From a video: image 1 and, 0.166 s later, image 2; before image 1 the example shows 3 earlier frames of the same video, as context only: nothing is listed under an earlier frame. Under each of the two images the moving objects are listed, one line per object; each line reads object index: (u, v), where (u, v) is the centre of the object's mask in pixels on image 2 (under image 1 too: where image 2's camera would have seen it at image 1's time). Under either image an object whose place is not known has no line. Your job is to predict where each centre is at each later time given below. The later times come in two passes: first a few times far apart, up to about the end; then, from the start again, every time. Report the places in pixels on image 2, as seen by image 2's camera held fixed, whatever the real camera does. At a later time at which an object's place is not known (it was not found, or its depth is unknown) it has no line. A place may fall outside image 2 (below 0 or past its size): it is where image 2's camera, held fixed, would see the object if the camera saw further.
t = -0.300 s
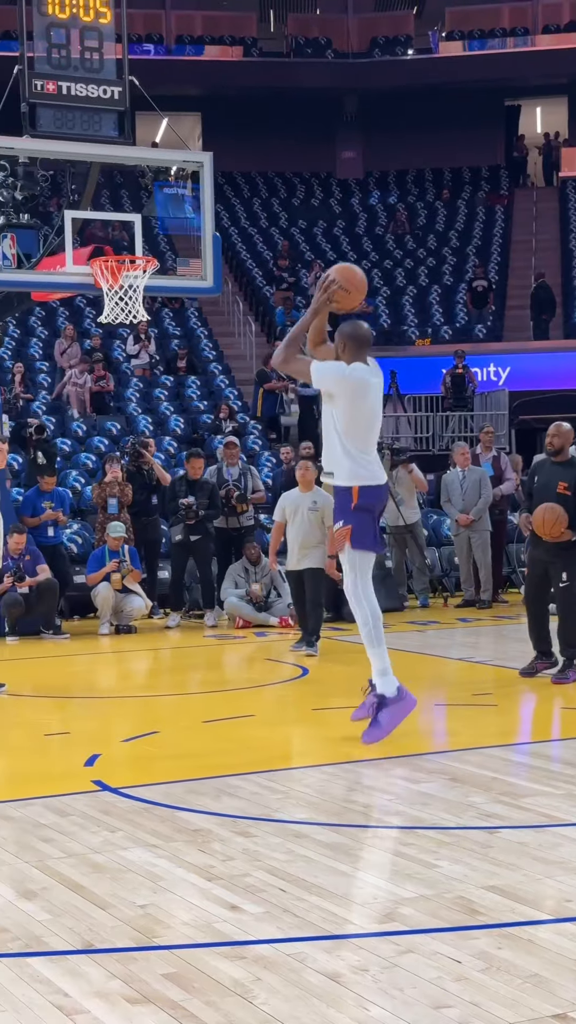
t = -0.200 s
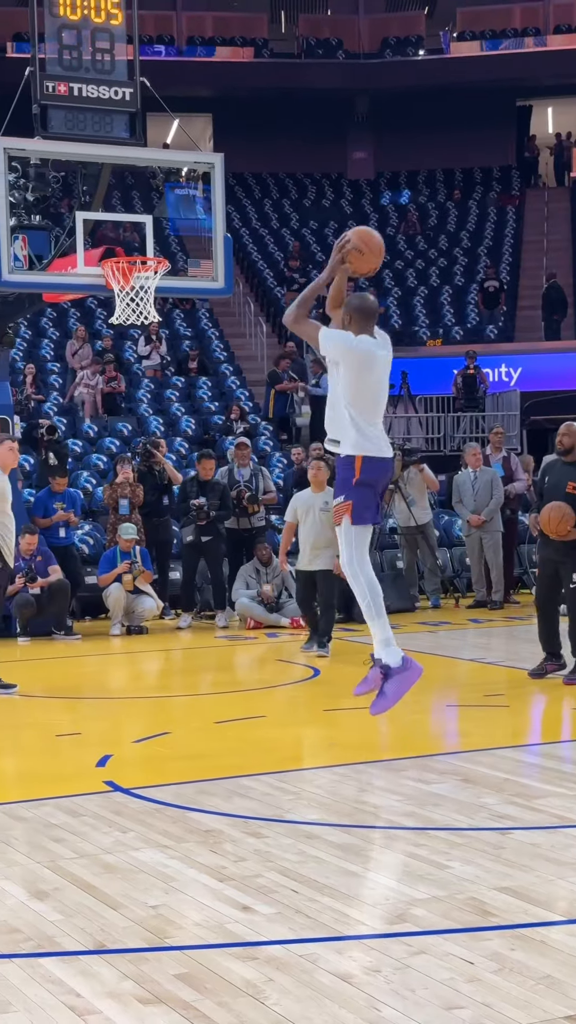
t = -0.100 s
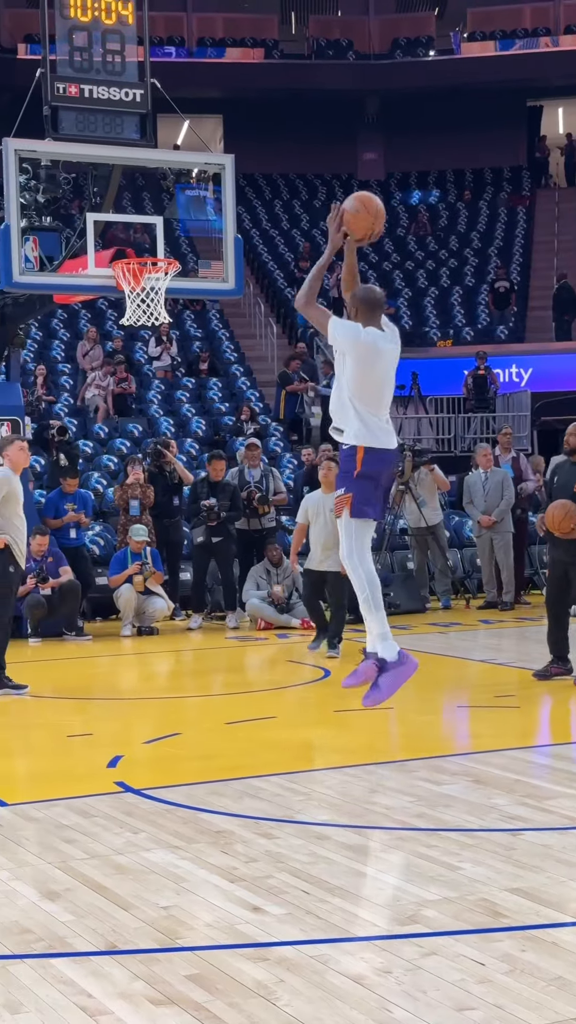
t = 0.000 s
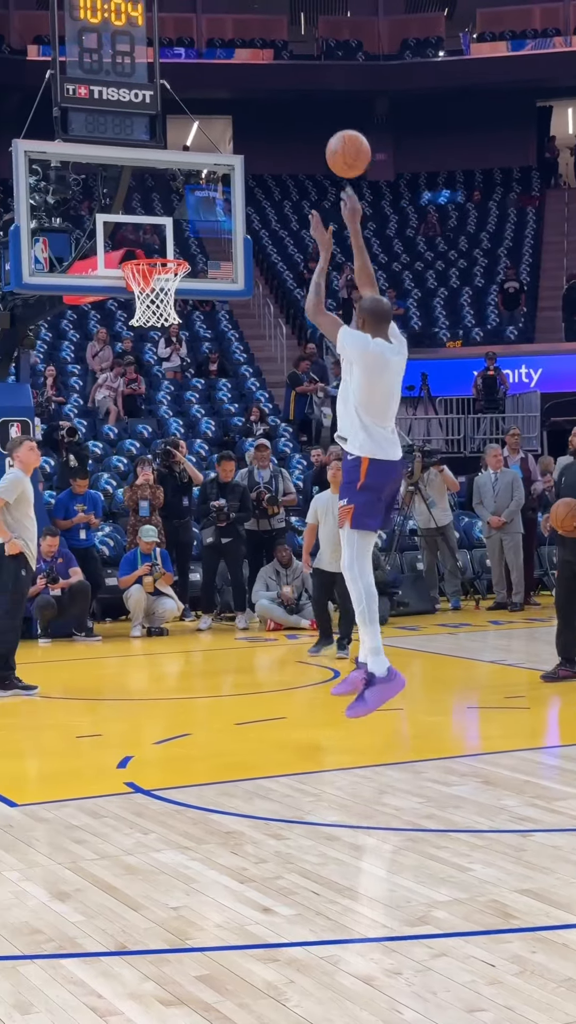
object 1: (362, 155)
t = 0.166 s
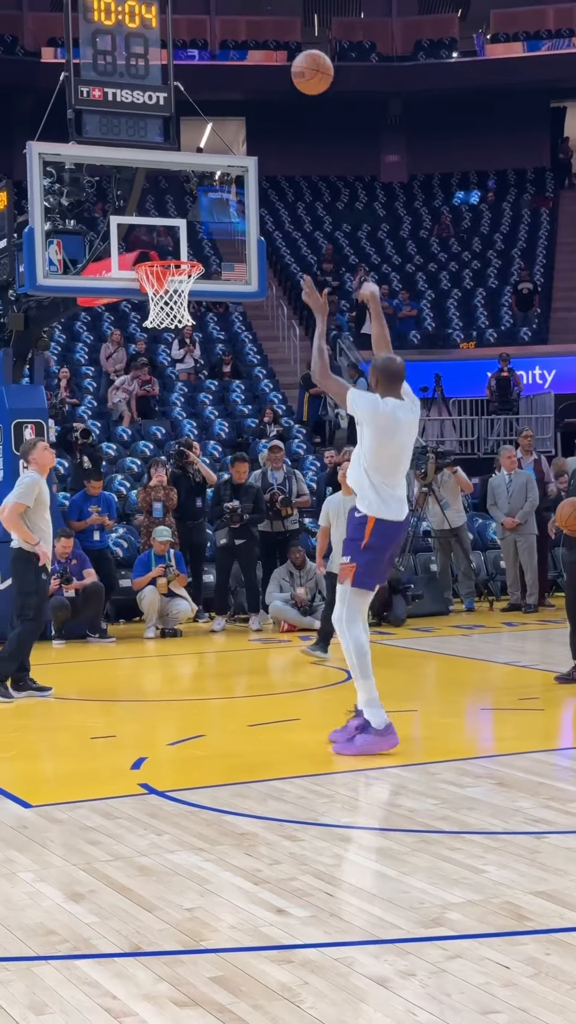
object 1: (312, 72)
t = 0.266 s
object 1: (286, 49)
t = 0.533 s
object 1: (228, 72)
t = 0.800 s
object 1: (183, 188)
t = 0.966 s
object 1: (165, 284)
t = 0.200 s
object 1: (303, 63)
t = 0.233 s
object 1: (295, 55)
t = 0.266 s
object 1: (286, 49)
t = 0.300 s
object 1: (278, 46)
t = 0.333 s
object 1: (271, 44)
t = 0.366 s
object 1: (263, 45)
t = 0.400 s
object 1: (256, 47)
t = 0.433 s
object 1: (248, 50)
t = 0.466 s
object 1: (242, 56)
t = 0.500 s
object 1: (235, 63)
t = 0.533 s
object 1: (228, 72)
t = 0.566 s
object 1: (222, 82)
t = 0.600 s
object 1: (216, 93)
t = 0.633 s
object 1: (210, 106)
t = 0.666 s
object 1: (204, 119)
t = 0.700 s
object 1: (197, 135)
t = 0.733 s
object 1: (194, 151)
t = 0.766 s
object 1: (188, 171)
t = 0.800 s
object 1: (183, 188)
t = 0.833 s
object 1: (178, 207)
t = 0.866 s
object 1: (174, 228)
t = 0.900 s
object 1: (169, 248)
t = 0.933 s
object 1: (166, 272)
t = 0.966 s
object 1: (165, 284)
